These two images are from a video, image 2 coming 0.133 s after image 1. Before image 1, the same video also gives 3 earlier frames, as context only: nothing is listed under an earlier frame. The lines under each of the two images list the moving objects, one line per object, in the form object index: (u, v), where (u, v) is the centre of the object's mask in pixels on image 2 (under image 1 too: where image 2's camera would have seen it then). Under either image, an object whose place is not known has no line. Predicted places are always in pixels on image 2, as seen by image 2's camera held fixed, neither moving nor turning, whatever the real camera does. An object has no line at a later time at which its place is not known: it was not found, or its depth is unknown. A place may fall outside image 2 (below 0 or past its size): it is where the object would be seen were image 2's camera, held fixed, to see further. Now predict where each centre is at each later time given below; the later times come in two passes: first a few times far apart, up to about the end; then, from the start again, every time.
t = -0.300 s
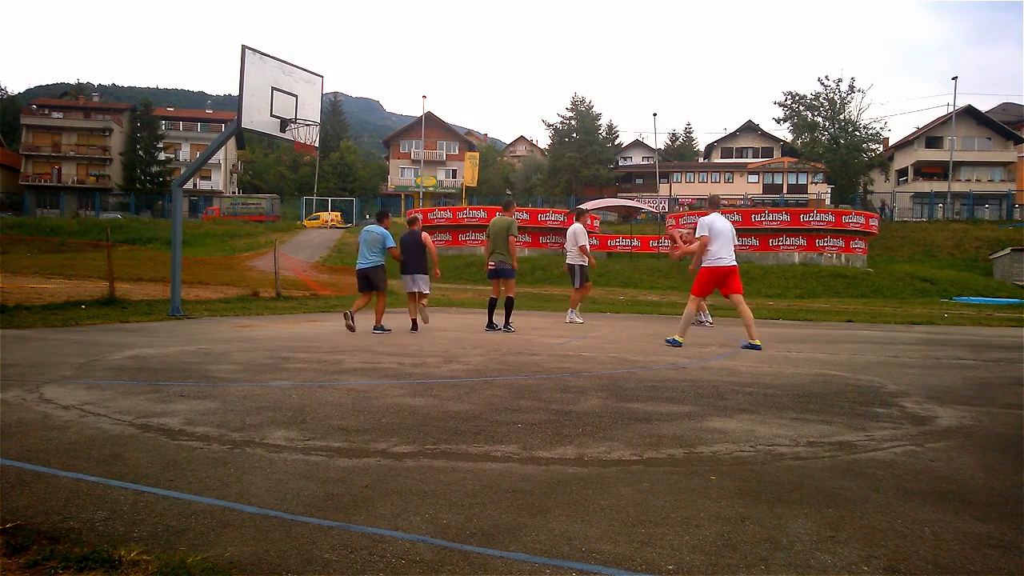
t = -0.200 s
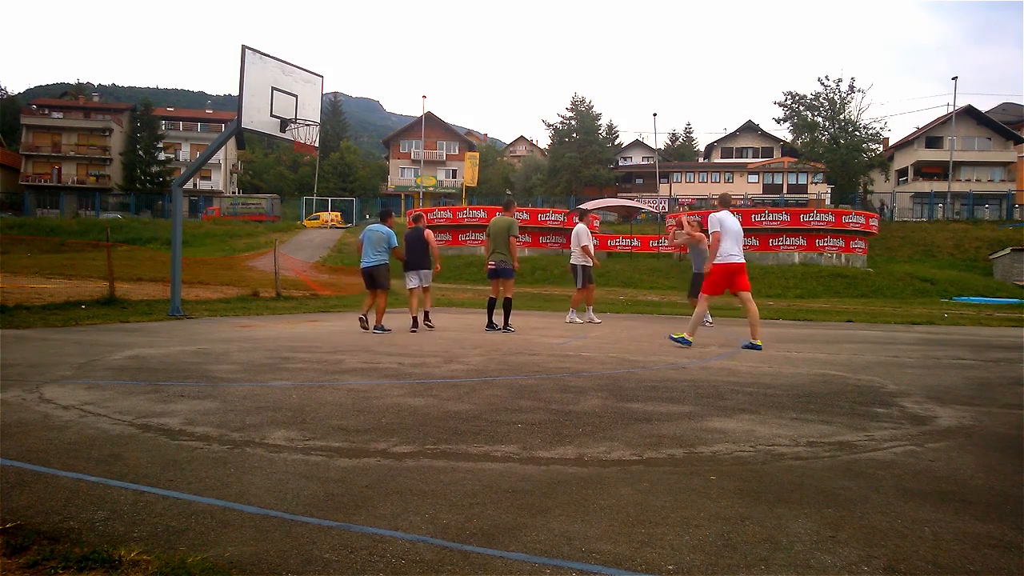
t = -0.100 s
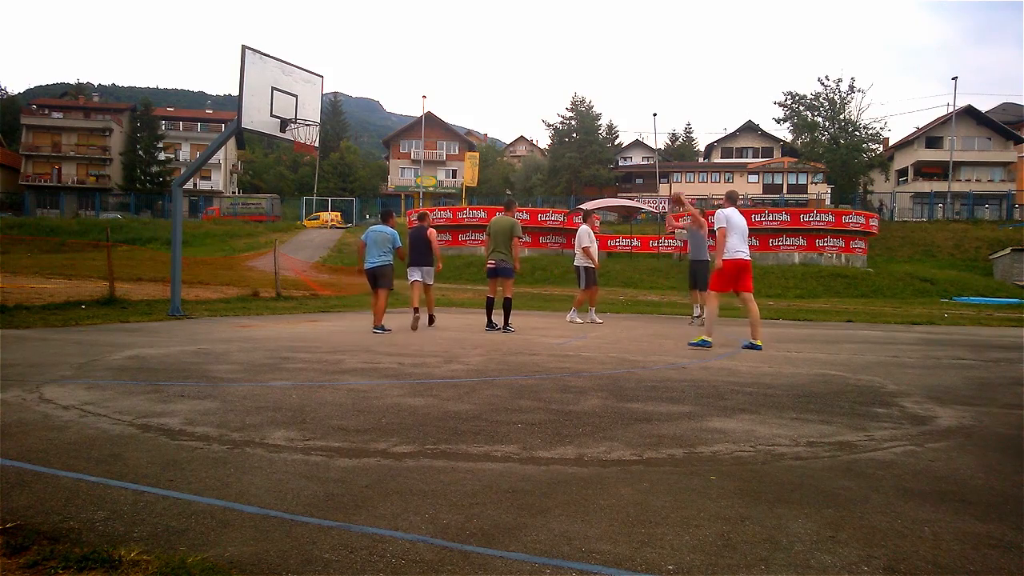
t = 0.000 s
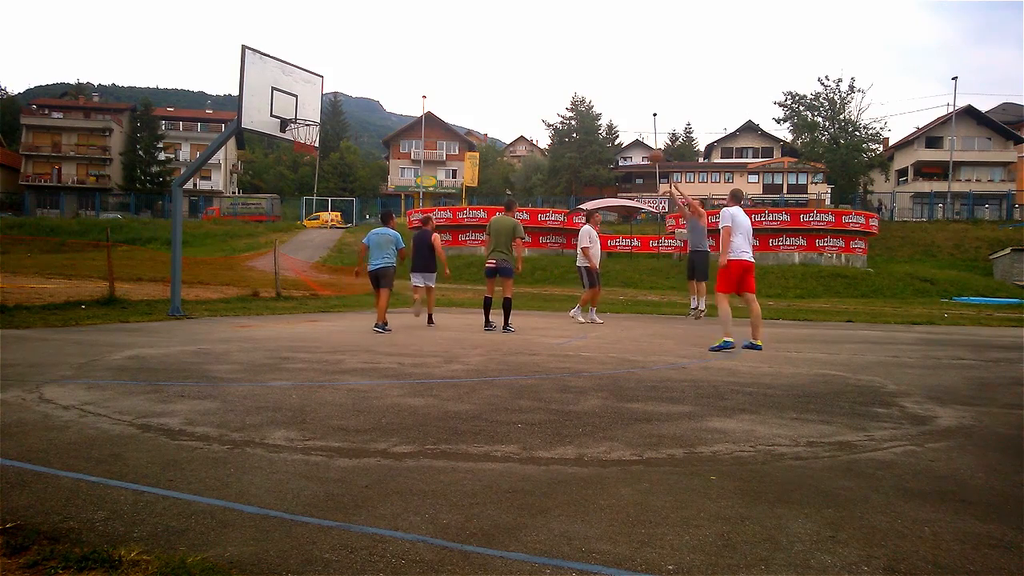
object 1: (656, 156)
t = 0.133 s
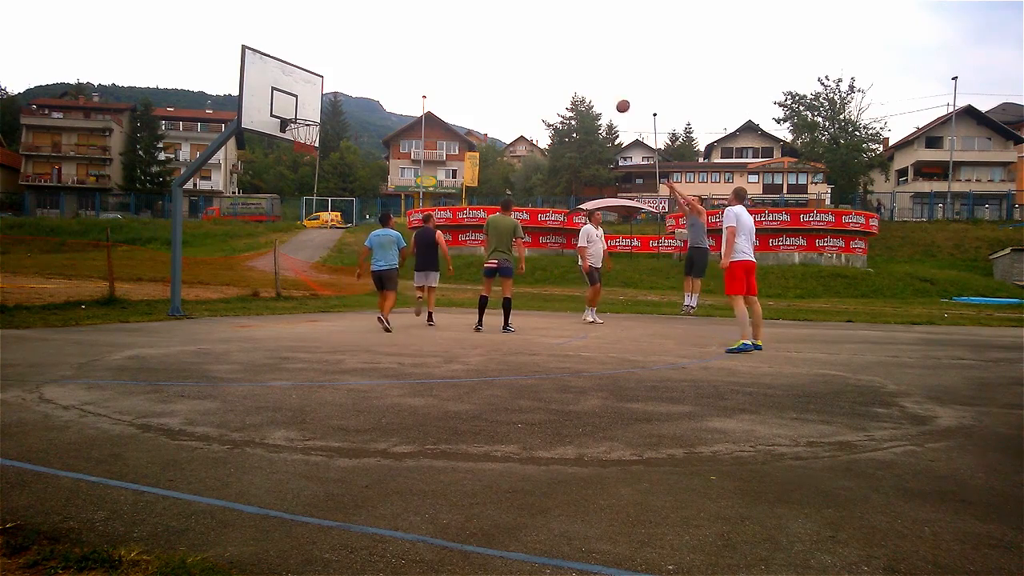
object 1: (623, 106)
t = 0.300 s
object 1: (581, 56)
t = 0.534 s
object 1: (519, 11)
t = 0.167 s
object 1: (614, 95)
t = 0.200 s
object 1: (606, 84)
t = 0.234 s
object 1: (597, 74)
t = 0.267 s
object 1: (589, 64)
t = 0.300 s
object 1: (581, 56)
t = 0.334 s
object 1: (572, 47)
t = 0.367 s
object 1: (563, 40)
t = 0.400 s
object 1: (555, 33)
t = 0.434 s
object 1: (546, 26)
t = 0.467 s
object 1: (537, 20)
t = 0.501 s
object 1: (528, 15)
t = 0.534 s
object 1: (519, 11)
